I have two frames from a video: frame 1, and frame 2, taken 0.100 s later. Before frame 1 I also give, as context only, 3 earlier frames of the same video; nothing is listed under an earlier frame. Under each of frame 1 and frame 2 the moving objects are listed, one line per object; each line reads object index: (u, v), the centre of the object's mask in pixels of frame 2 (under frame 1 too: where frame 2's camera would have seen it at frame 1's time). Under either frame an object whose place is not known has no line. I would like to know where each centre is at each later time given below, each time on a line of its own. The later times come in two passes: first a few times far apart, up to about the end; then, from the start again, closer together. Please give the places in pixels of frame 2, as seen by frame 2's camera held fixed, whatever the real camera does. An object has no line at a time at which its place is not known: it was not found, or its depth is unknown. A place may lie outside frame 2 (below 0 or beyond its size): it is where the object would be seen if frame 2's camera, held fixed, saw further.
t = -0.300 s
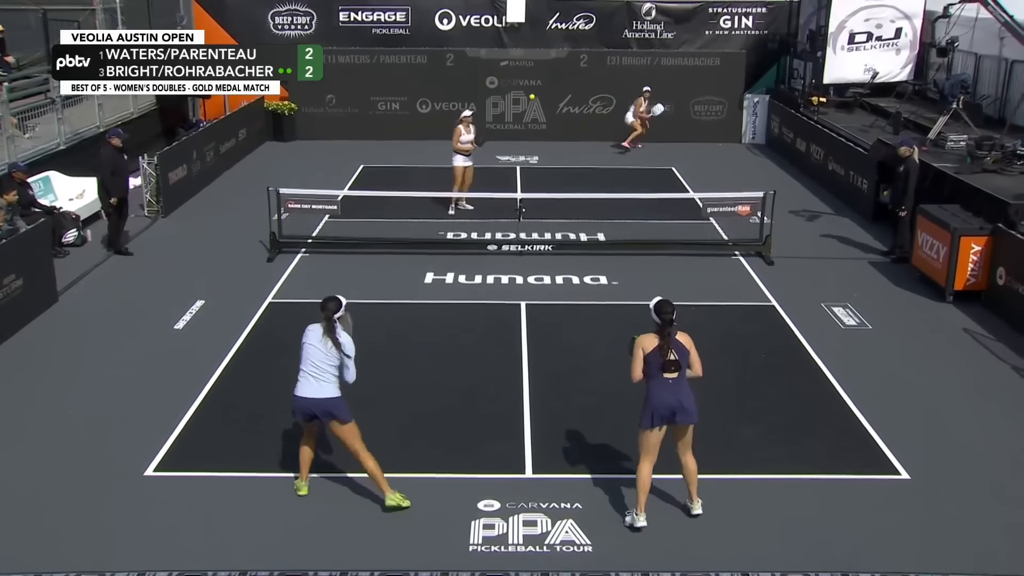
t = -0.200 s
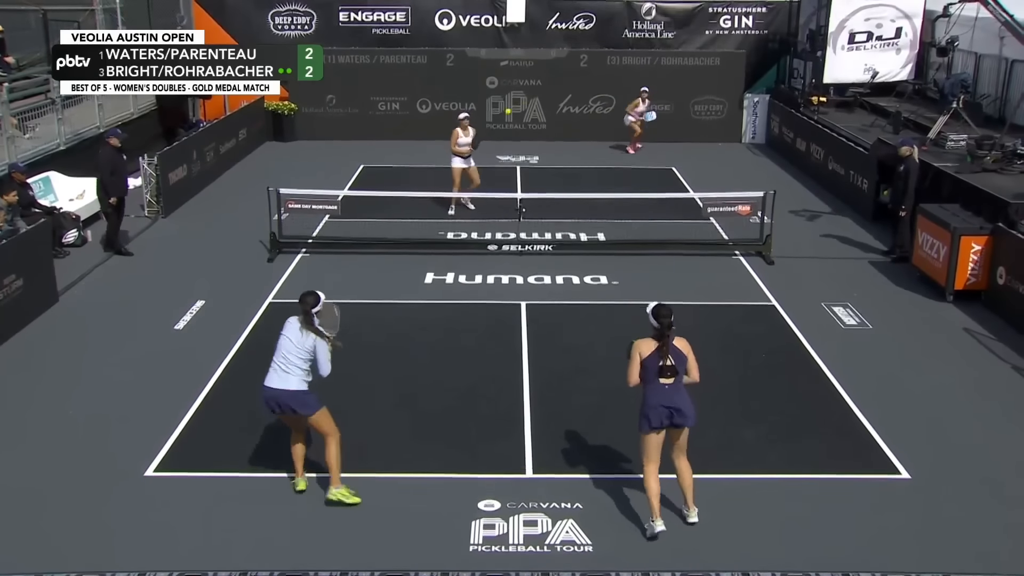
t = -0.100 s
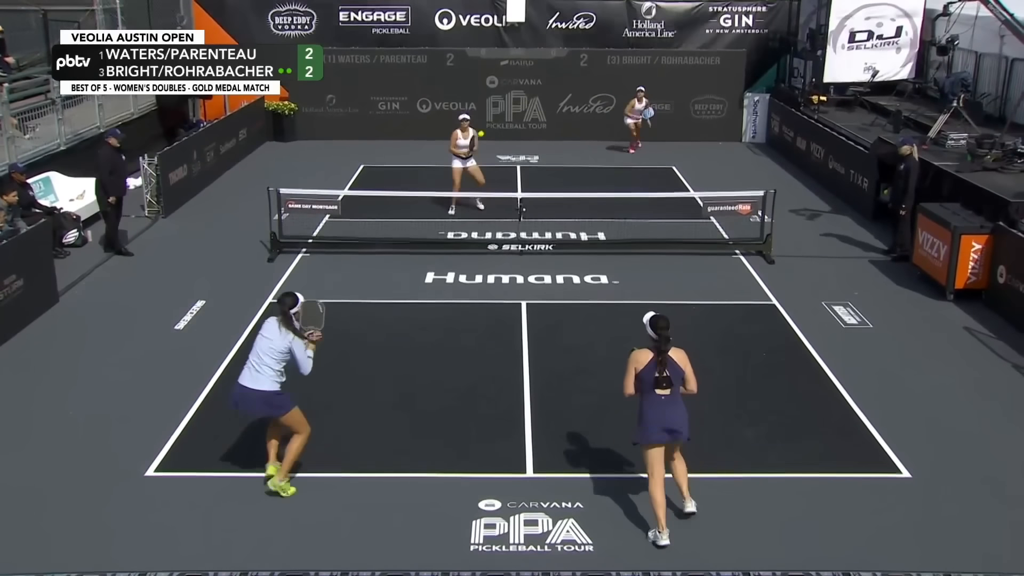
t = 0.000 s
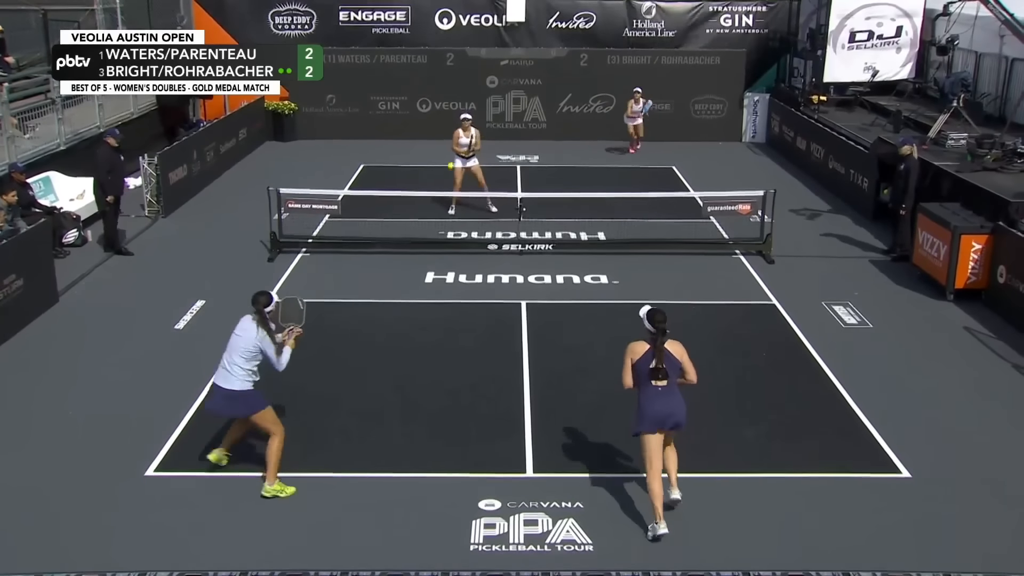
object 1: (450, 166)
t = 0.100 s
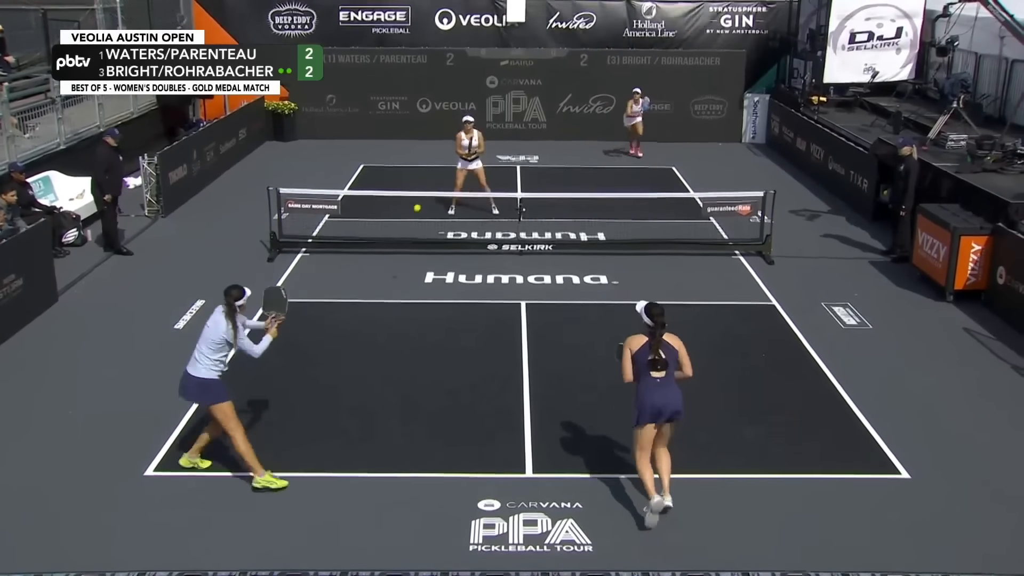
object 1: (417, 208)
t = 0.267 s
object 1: (354, 304)
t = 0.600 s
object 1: (252, 314)
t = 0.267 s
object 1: (354, 304)
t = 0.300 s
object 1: (341, 328)
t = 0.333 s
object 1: (328, 344)
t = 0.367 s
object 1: (320, 336)
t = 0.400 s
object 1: (311, 330)
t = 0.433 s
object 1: (302, 324)
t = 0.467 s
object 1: (292, 320)
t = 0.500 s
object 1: (283, 317)
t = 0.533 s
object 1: (273, 315)
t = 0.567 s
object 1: (263, 314)
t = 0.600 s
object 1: (252, 314)
